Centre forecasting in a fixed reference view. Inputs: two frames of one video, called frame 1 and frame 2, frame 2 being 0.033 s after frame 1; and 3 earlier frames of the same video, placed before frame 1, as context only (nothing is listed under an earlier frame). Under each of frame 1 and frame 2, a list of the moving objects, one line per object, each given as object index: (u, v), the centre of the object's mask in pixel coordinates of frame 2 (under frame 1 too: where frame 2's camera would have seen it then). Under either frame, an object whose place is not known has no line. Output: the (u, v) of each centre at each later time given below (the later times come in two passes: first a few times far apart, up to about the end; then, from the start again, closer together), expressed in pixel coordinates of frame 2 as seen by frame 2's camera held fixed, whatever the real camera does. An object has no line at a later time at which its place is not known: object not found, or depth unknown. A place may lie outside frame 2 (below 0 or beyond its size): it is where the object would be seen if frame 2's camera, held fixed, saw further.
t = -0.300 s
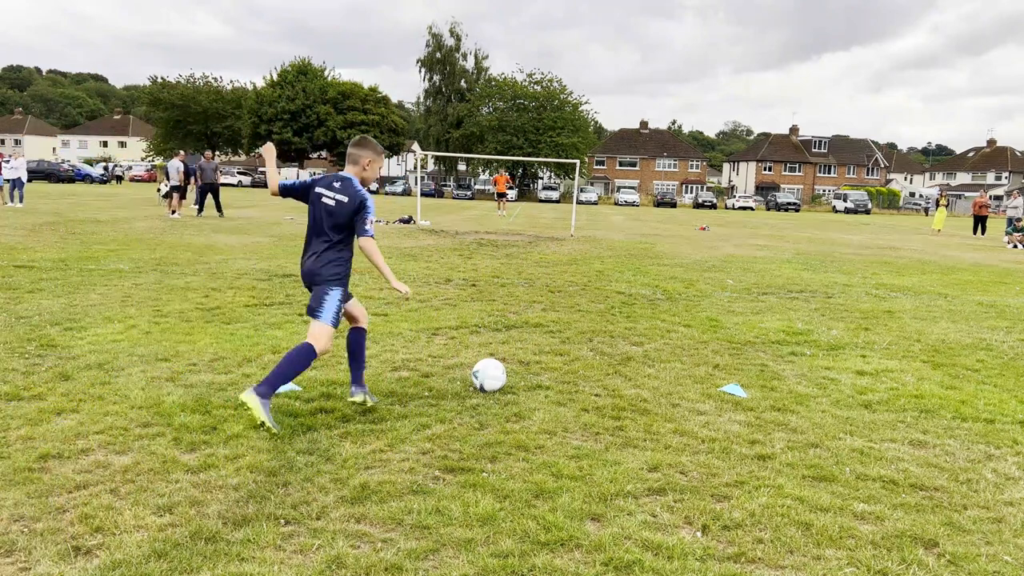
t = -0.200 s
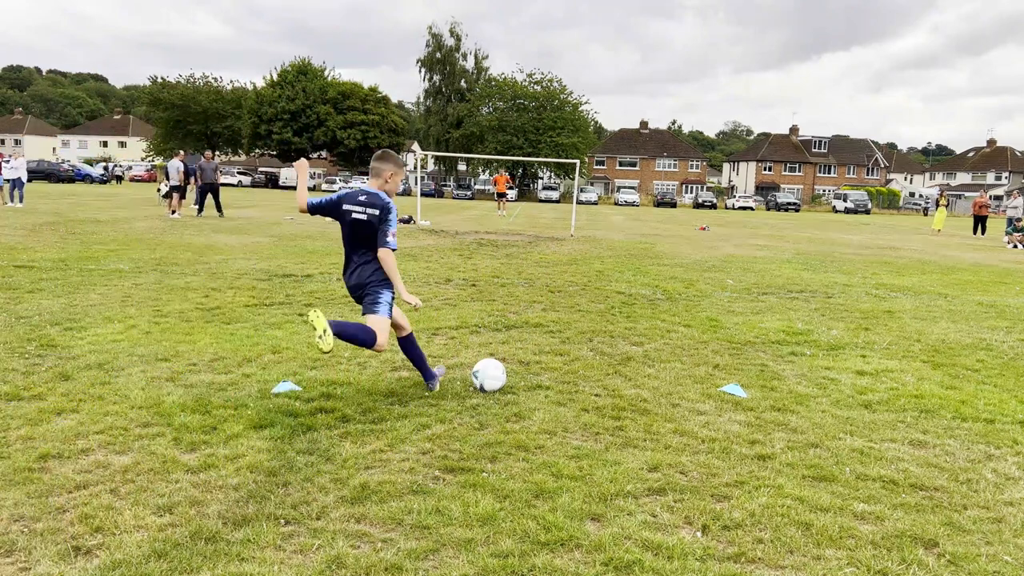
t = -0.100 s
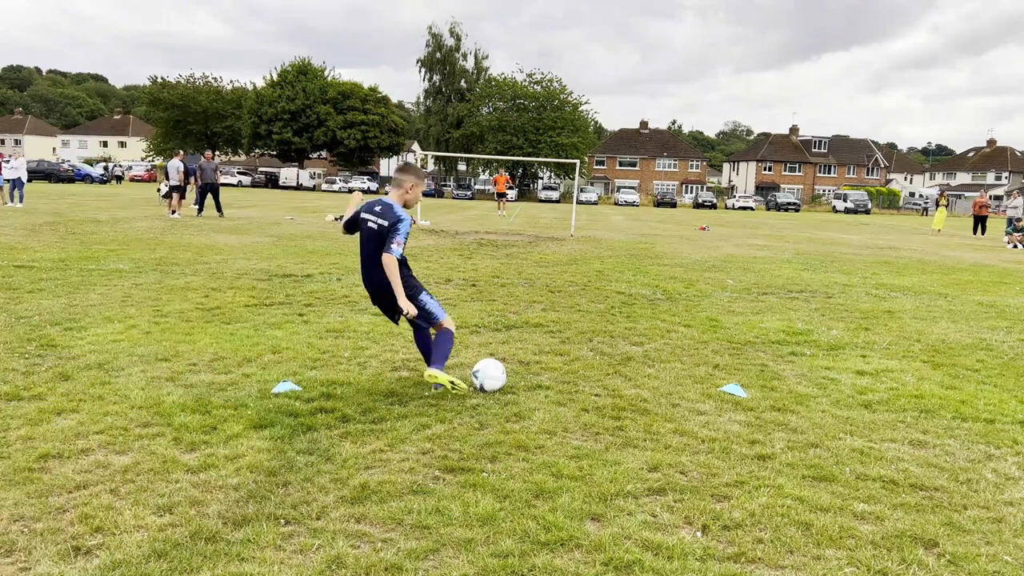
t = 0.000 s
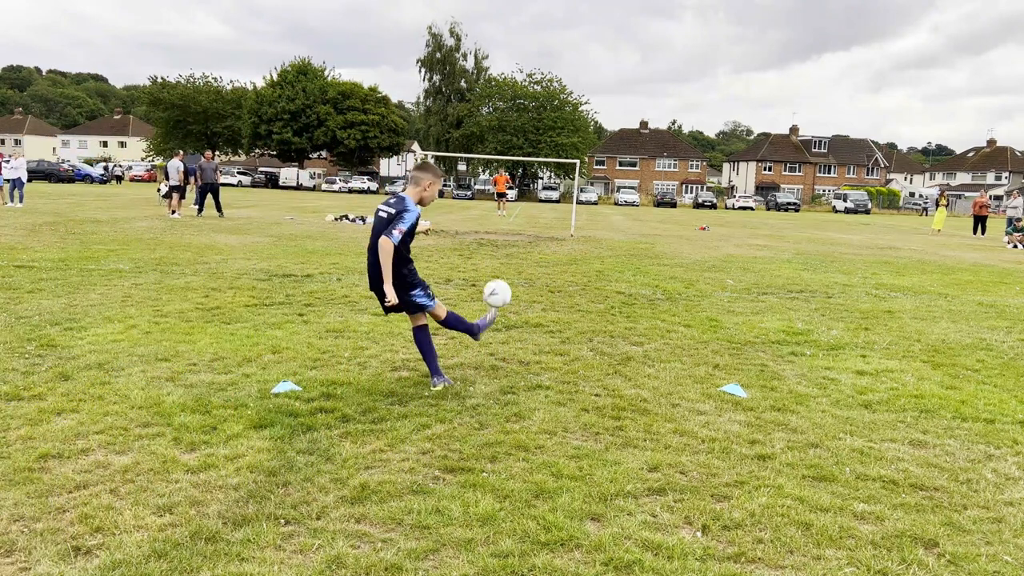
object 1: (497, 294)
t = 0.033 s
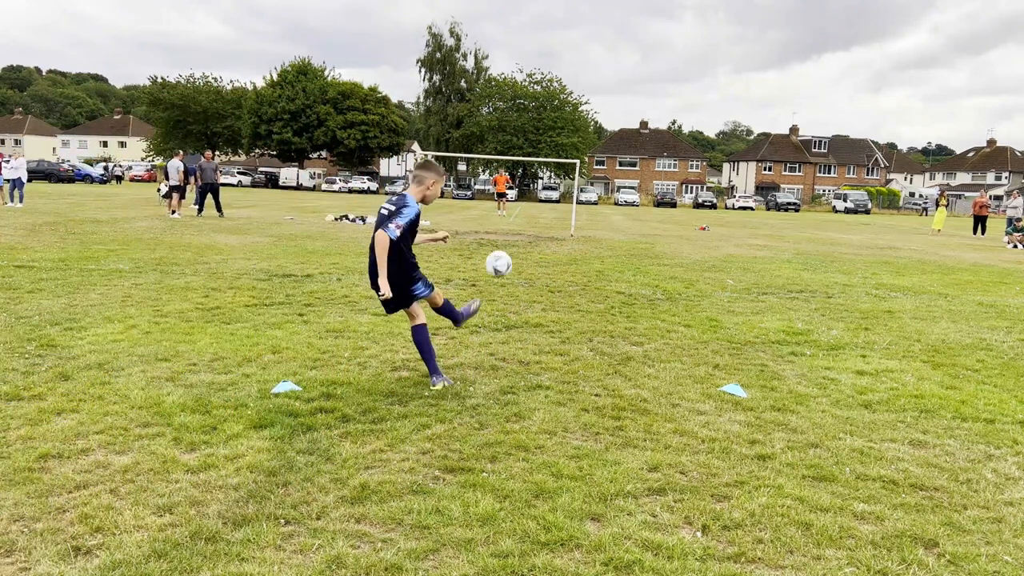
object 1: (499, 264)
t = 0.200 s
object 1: (498, 178)
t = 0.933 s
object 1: (453, 177)
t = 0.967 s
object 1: (450, 181)
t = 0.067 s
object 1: (500, 239)
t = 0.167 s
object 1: (499, 189)
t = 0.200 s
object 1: (498, 178)
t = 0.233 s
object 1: (497, 168)
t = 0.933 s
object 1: (453, 177)
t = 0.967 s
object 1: (450, 181)
